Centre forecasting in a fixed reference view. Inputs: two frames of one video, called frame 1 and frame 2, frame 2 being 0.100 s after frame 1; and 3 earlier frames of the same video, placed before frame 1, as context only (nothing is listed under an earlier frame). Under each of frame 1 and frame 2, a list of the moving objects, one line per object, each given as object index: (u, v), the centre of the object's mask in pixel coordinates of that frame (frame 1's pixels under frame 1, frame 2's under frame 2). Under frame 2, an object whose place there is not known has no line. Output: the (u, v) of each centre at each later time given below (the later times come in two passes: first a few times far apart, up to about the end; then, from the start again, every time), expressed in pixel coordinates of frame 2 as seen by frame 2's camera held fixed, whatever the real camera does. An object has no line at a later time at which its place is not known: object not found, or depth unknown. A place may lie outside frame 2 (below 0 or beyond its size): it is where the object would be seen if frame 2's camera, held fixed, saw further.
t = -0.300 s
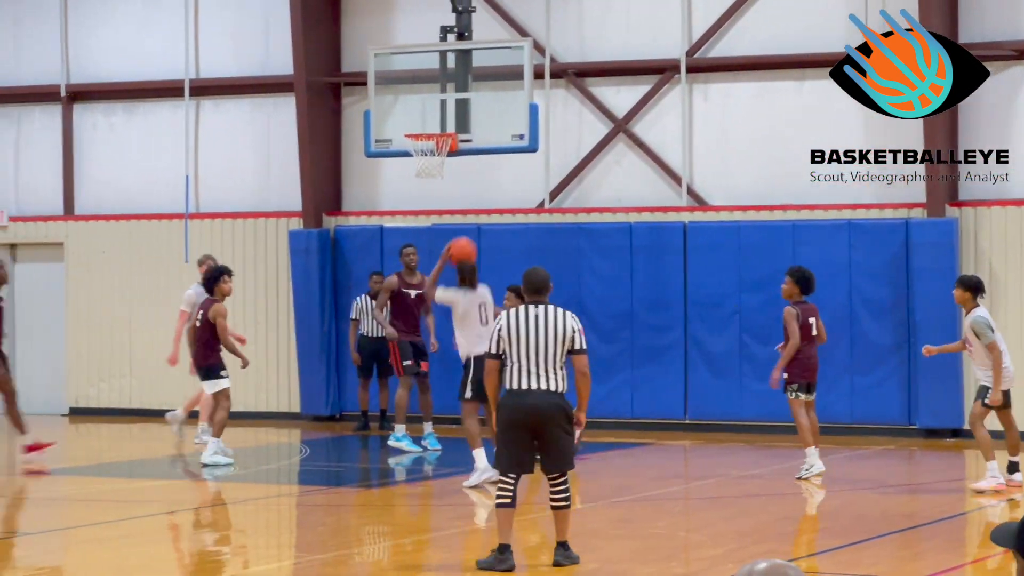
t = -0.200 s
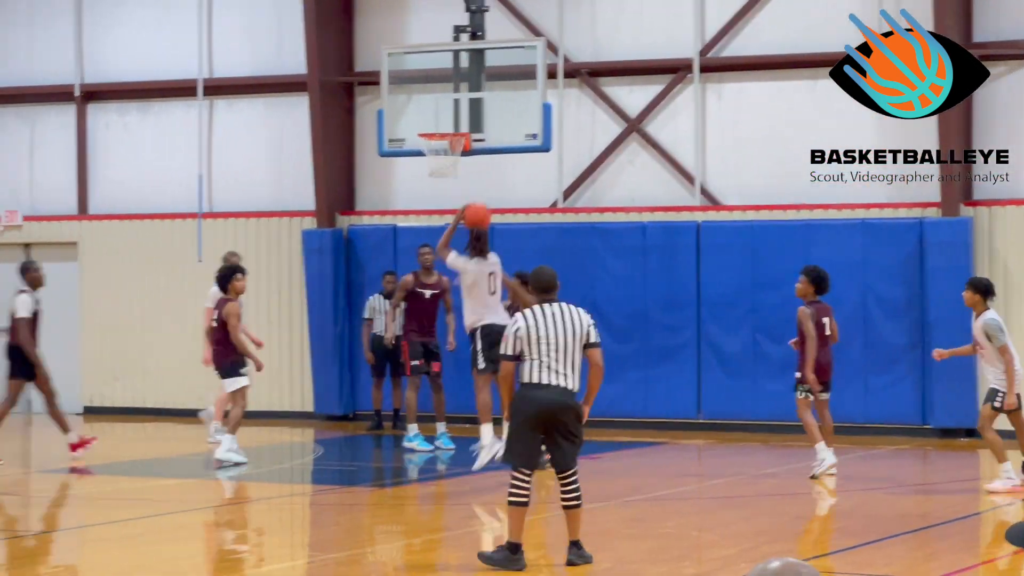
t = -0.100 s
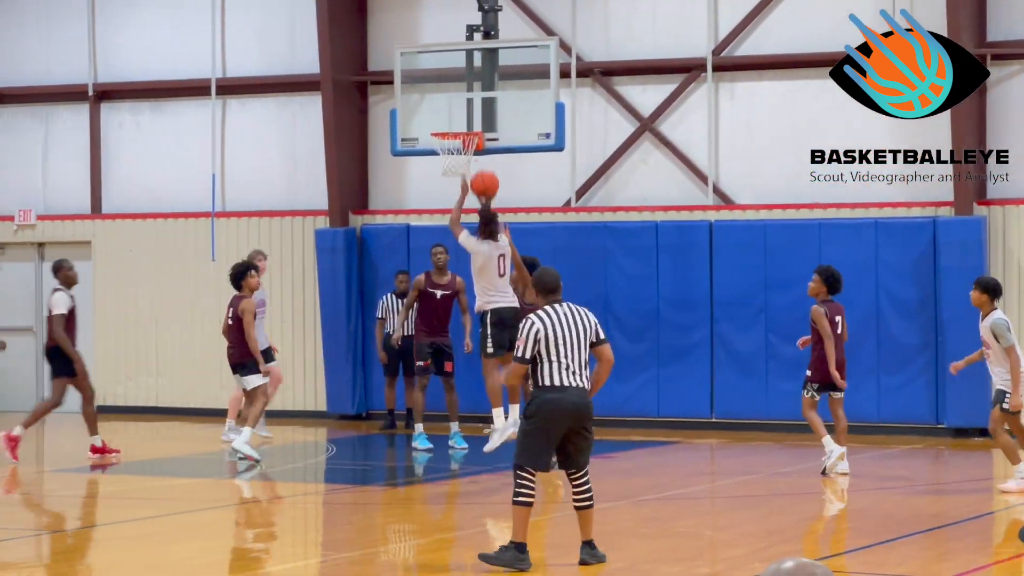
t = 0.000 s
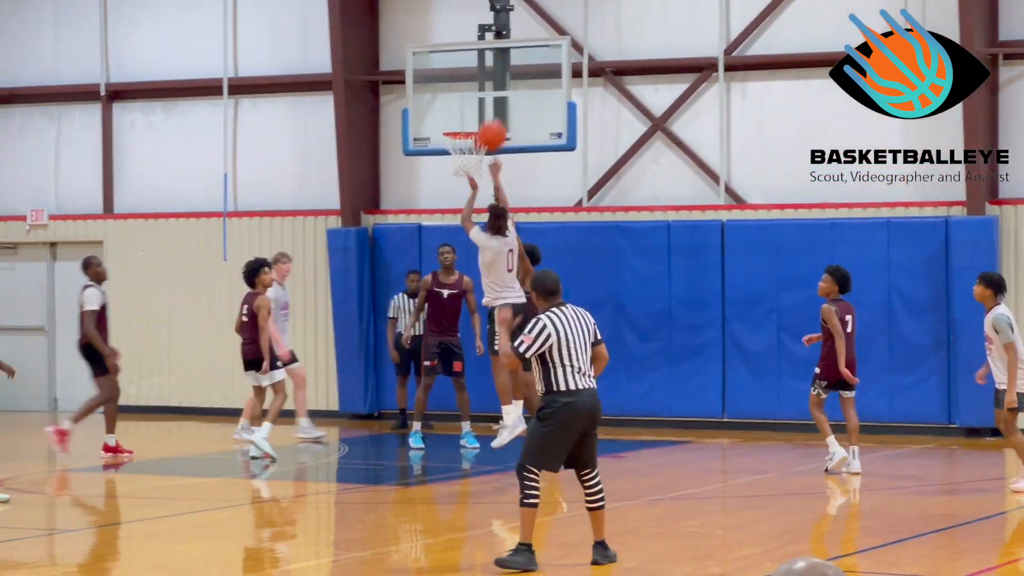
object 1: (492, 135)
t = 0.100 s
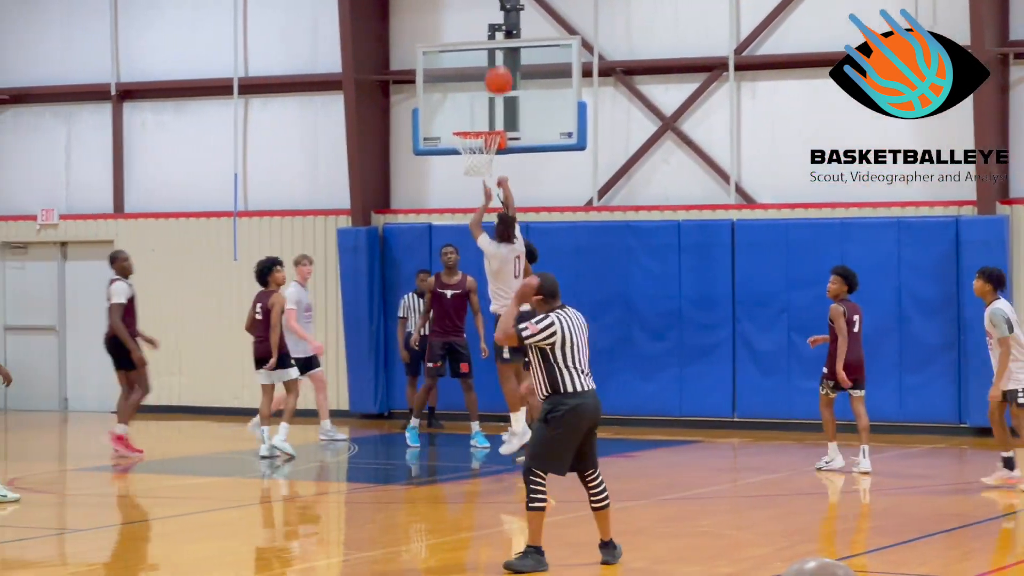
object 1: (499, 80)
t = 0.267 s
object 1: (494, 23)
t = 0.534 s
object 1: (487, 5)
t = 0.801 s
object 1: (480, 48)
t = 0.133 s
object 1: (498, 67)
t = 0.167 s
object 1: (497, 54)
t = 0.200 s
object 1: (496, 41)
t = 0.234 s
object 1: (495, 32)
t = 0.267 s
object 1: (494, 23)
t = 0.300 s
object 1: (493, 16)
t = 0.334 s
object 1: (491, 11)
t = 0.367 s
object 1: (491, 8)
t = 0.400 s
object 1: (490, 6)
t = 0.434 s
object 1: (489, 5)
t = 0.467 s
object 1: (488, 4)
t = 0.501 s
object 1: (487, 4)
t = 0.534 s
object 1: (487, 5)
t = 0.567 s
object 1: (485, 6)
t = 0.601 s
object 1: (484, 7)
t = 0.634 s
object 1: (484, 10)
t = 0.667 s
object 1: (483, 14)
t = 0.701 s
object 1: (483, 21)
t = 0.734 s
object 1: (483, 29)
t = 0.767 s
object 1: (481, 38)
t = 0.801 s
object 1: (480, 48)
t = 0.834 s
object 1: (480, 59)
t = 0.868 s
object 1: (480, 71)
